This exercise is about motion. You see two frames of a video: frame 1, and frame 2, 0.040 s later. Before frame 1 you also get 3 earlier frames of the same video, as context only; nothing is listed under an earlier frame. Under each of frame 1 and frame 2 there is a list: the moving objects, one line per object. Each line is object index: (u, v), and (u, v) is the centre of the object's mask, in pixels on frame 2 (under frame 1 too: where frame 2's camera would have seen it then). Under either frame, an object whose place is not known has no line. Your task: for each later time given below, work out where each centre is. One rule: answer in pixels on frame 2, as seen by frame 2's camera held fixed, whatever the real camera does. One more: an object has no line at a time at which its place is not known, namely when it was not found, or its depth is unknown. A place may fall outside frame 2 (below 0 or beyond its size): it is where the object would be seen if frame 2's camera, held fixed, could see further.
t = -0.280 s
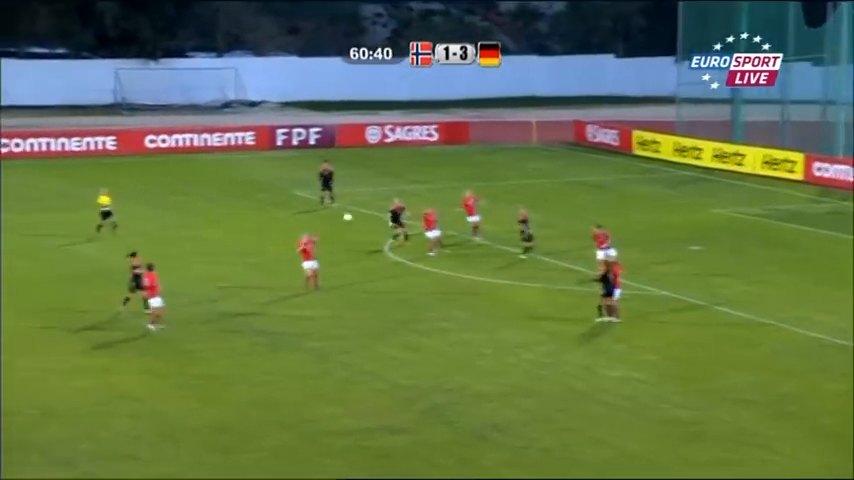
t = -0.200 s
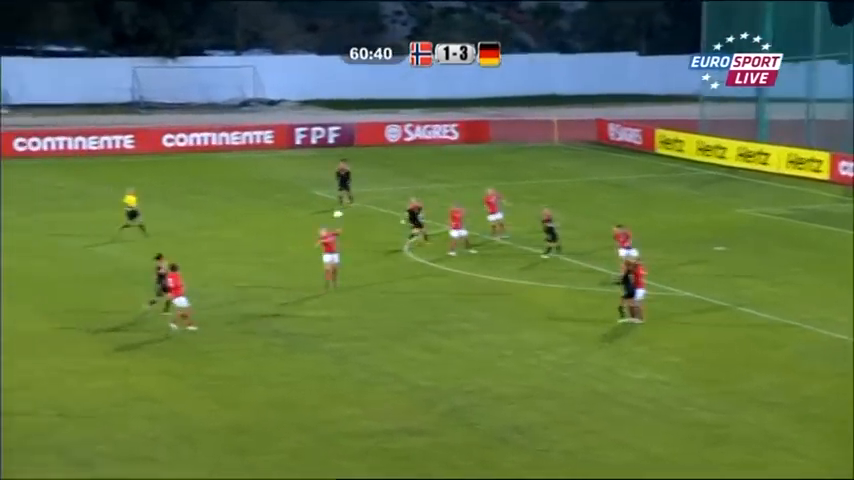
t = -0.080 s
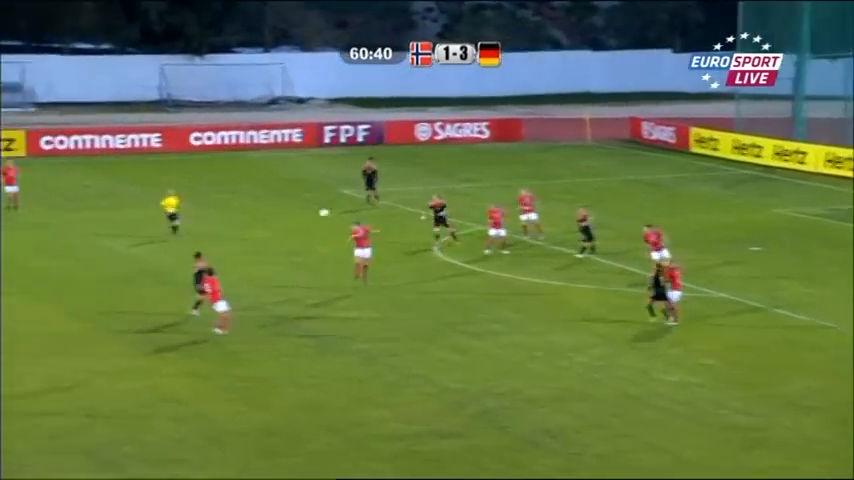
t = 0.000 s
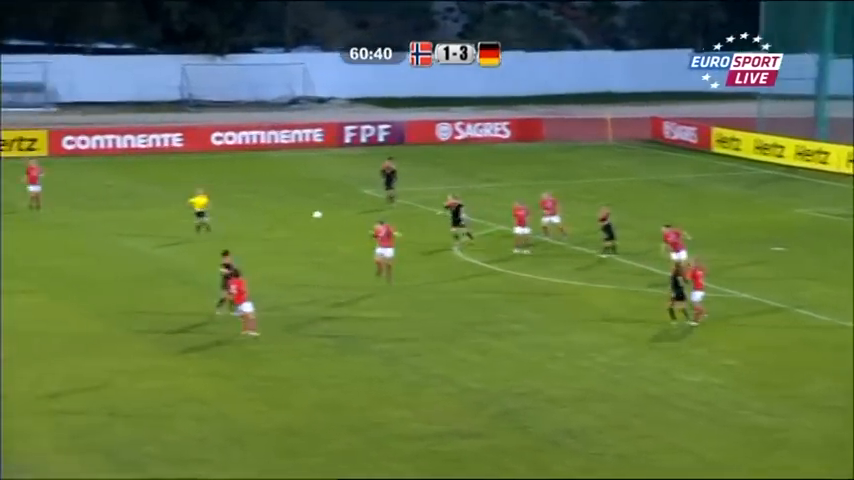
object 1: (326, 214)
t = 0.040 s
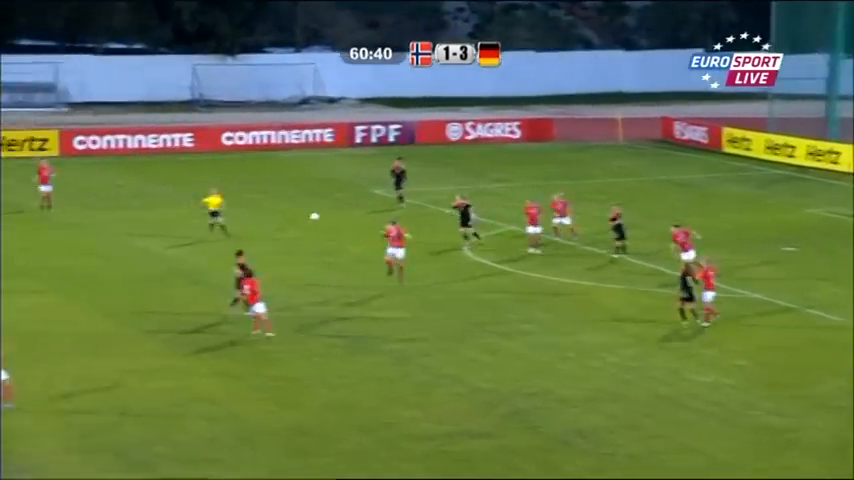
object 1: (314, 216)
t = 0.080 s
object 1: (302, 219)
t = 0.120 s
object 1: (291, 221)
